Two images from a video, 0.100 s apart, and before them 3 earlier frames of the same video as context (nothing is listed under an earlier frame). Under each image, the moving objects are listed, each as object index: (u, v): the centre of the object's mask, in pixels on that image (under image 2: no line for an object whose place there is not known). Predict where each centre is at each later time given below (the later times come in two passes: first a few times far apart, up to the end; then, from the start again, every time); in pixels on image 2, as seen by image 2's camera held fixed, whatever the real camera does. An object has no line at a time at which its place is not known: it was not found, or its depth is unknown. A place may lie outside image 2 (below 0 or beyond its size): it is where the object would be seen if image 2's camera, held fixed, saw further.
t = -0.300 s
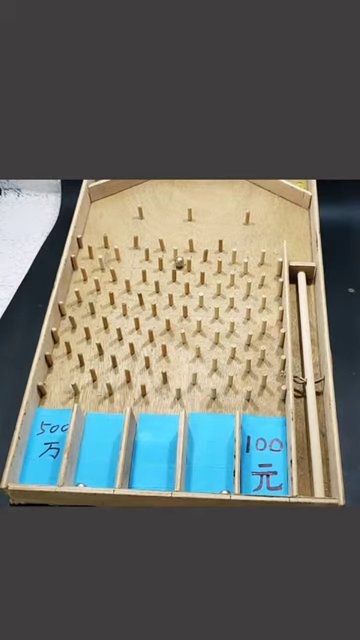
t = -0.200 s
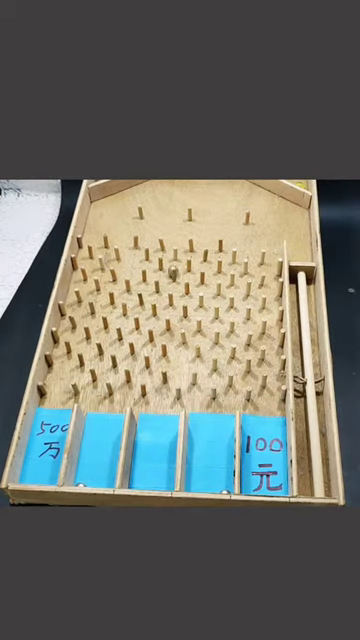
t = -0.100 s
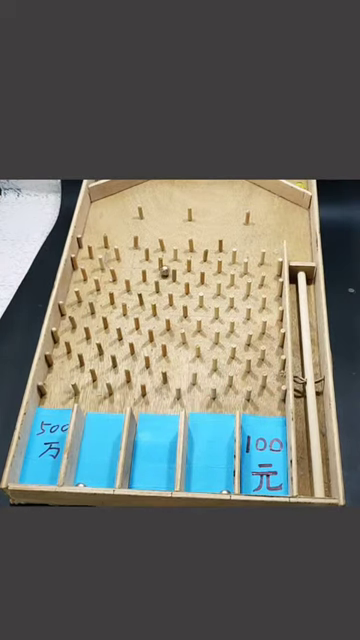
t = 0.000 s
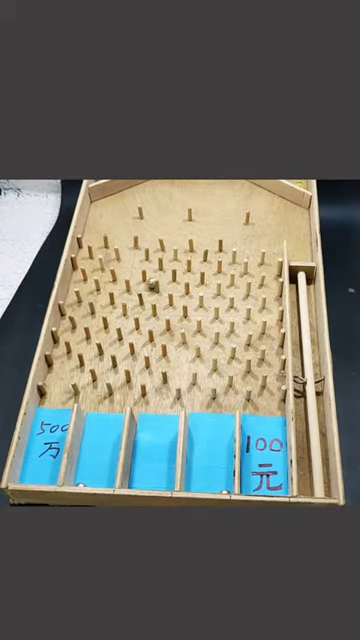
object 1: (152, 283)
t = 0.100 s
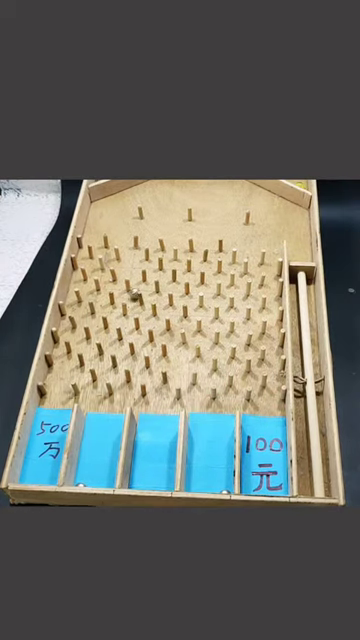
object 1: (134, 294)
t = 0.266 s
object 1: (115, 313)
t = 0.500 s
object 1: (135, 334)
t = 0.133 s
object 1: (129, 299)
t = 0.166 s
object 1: (122, 306)
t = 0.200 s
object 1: (117, 305)
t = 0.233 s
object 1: (116, 309)
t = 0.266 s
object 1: (115, 313)
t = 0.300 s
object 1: (113, 318)
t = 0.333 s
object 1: (115, 322)
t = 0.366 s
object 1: (120, 325)
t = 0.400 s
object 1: (124, 329)
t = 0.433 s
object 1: (128, 329)
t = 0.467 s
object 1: (132, 331)
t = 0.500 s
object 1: (135, 334)
